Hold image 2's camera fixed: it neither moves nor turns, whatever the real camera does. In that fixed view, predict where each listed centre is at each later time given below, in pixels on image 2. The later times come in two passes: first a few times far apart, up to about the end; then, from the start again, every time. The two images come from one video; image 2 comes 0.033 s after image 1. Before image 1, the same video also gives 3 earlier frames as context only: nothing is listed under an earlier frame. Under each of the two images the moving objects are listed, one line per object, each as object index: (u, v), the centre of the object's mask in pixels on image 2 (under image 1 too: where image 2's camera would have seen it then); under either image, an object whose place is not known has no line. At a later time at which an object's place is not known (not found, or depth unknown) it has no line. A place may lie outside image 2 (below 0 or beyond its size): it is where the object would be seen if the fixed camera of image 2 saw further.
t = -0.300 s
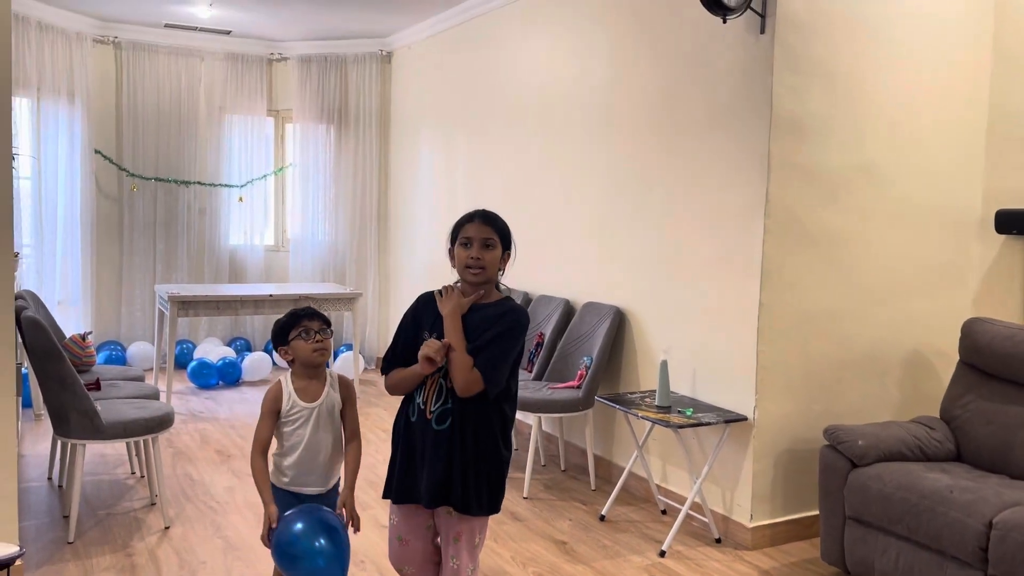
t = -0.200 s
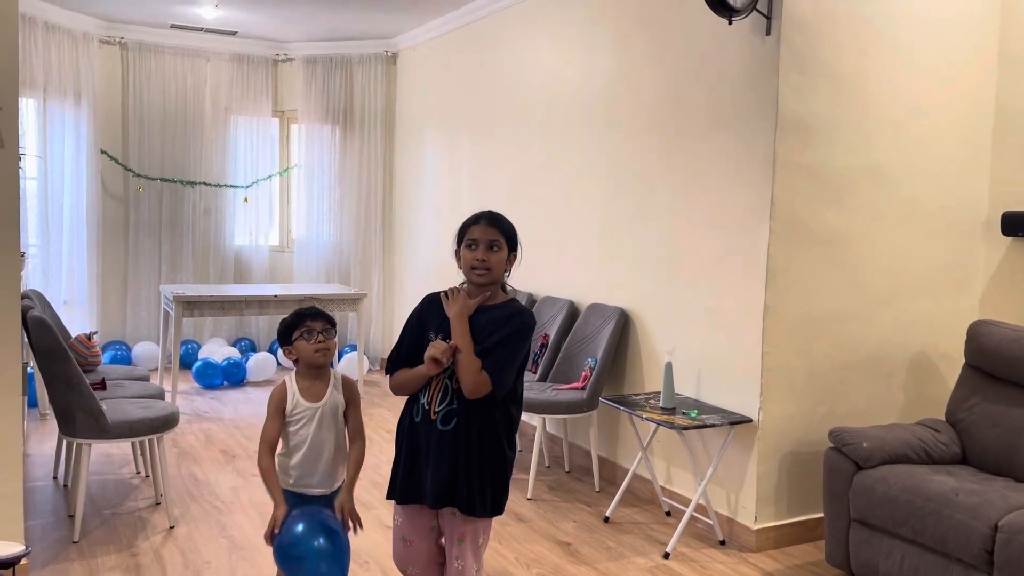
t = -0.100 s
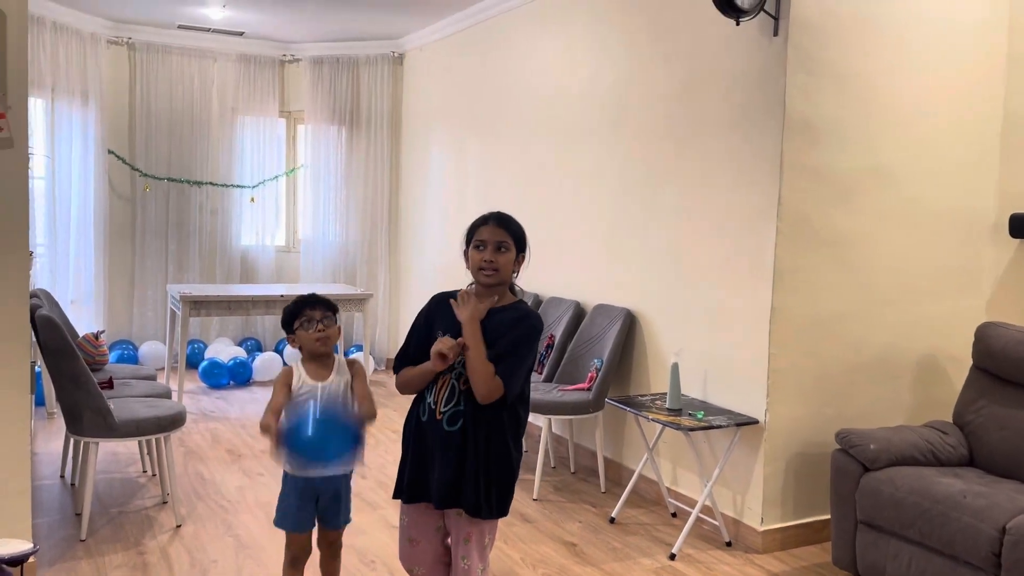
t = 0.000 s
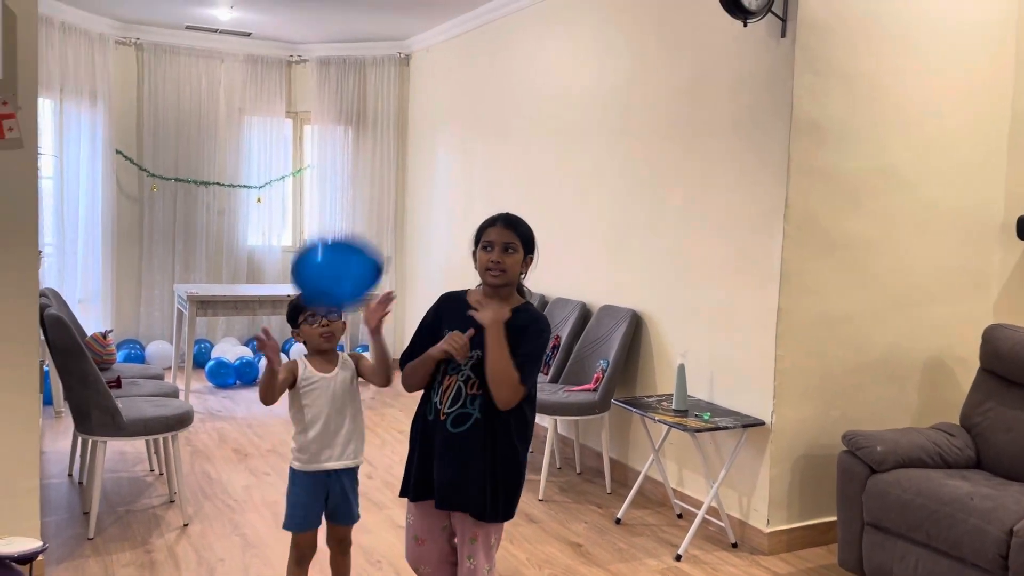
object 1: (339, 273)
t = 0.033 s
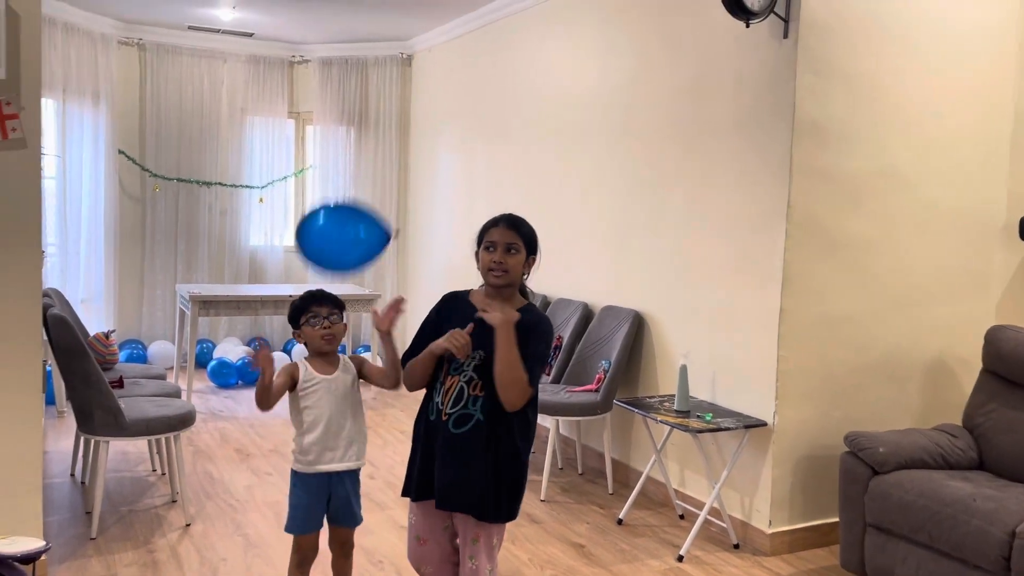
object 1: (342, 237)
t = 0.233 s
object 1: (357, 149)
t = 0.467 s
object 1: (374, 139)
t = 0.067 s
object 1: (345, 210)
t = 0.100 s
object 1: (347, 190)
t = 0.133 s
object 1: (350, 176)
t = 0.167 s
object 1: (352, 165)
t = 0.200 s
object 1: (354, 156)
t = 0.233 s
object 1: (357, 149)
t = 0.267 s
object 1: (360, 144)
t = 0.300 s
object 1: (362, 141)
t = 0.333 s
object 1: (365, 139)
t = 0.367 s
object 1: (368, 137)
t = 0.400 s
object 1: (370, 137)
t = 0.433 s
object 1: (373, 138)
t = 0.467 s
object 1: (374, 139)
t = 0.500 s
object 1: (376, 140)
